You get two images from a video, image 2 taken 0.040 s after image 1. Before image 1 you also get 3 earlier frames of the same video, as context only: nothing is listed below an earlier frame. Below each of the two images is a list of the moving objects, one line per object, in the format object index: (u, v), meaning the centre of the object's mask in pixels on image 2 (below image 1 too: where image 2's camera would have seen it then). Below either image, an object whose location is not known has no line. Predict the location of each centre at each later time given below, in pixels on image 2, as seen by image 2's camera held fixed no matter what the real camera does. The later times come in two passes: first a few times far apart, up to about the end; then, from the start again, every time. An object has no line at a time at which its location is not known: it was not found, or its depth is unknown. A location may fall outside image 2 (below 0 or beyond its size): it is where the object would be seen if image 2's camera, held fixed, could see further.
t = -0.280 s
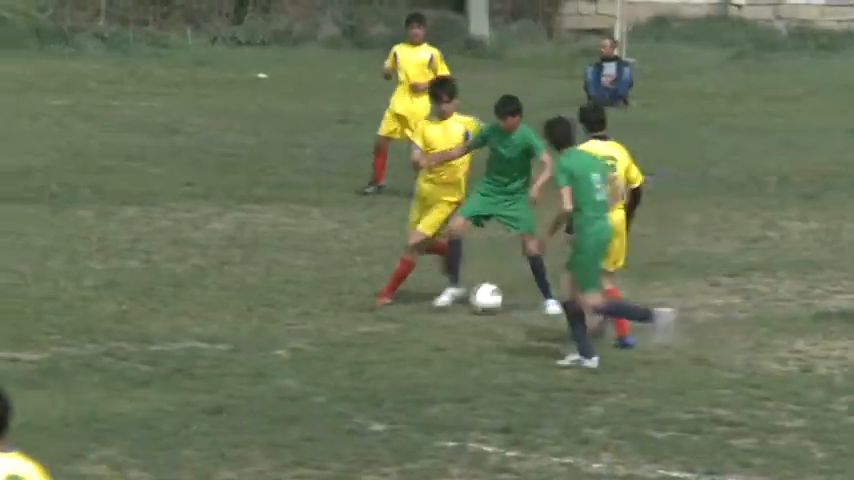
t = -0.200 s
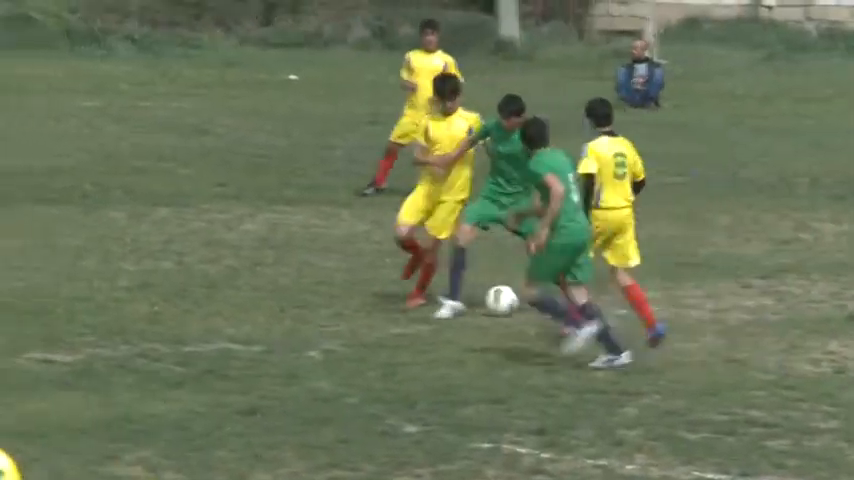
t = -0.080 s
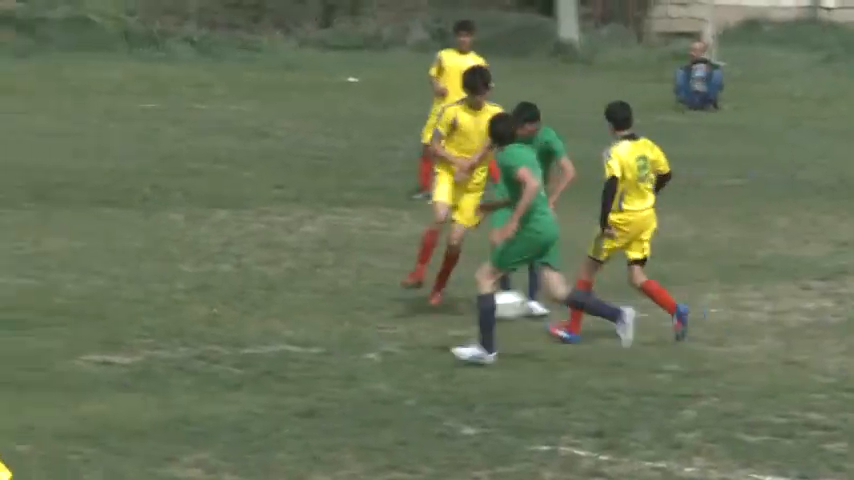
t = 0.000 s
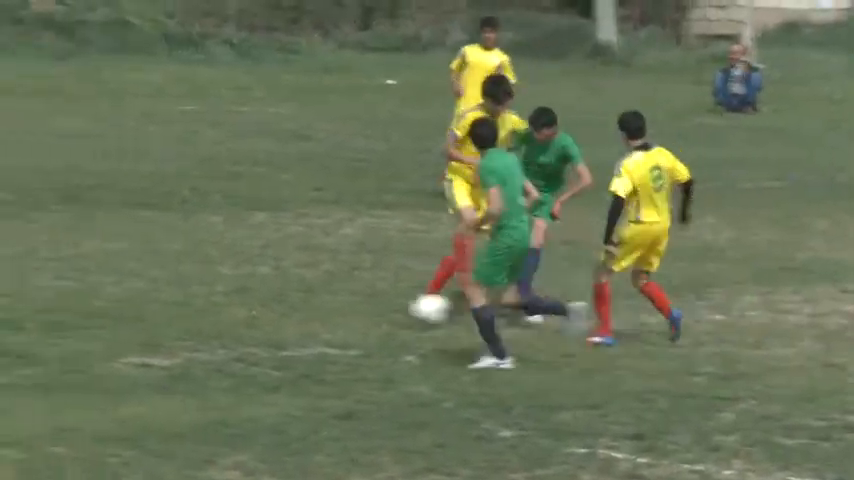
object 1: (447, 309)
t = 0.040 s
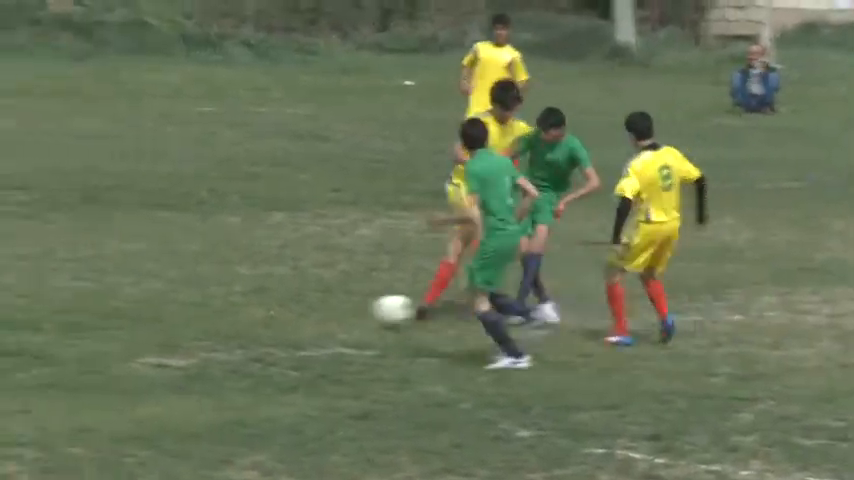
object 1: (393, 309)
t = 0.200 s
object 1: (188, 310)
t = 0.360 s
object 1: (17, 291)
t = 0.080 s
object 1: (339, 310)
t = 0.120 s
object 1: (285, 314)
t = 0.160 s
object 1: (231, 318)
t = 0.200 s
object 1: (188, 310)
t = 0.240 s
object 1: (146, 301)
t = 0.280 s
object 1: (104, 296)
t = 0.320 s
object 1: (60, 292)
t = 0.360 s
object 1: (17, 291)
